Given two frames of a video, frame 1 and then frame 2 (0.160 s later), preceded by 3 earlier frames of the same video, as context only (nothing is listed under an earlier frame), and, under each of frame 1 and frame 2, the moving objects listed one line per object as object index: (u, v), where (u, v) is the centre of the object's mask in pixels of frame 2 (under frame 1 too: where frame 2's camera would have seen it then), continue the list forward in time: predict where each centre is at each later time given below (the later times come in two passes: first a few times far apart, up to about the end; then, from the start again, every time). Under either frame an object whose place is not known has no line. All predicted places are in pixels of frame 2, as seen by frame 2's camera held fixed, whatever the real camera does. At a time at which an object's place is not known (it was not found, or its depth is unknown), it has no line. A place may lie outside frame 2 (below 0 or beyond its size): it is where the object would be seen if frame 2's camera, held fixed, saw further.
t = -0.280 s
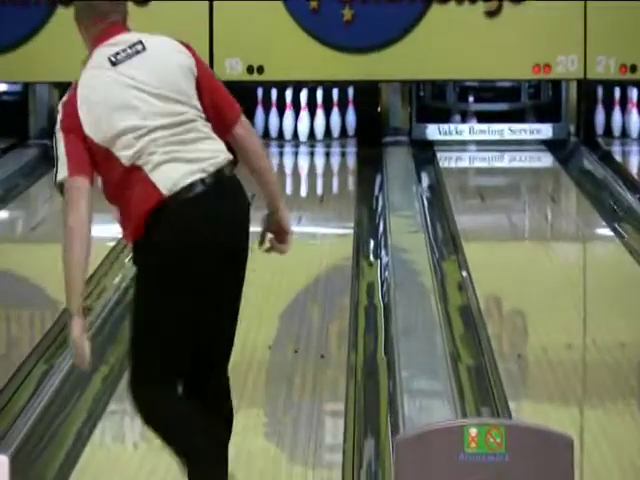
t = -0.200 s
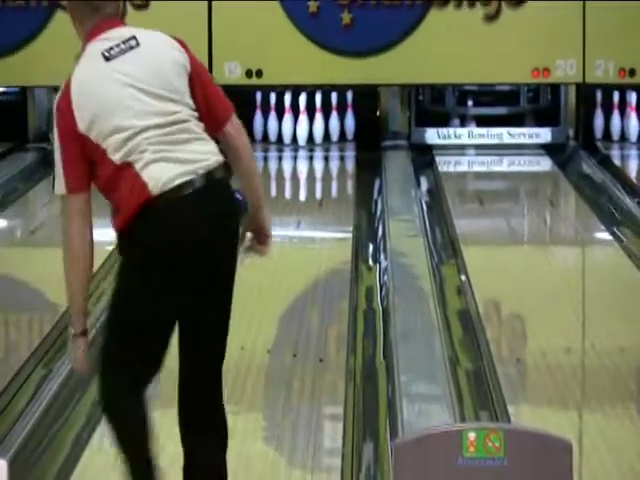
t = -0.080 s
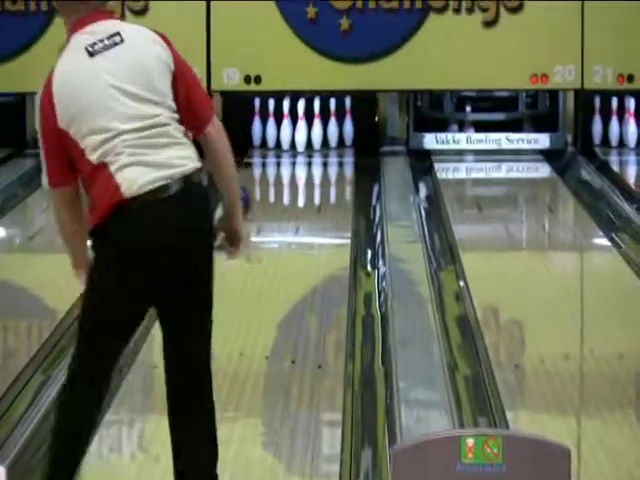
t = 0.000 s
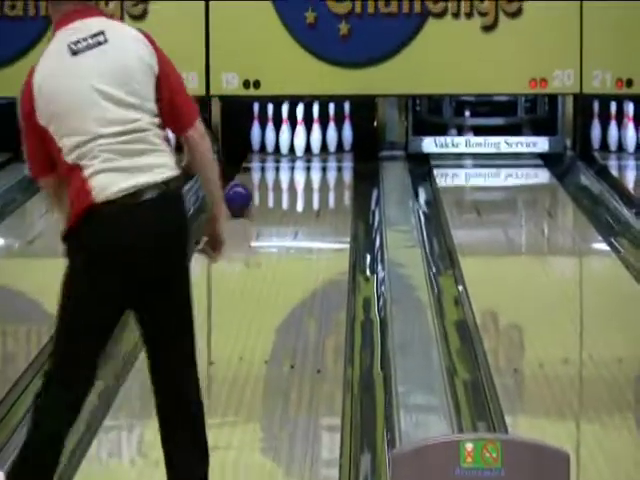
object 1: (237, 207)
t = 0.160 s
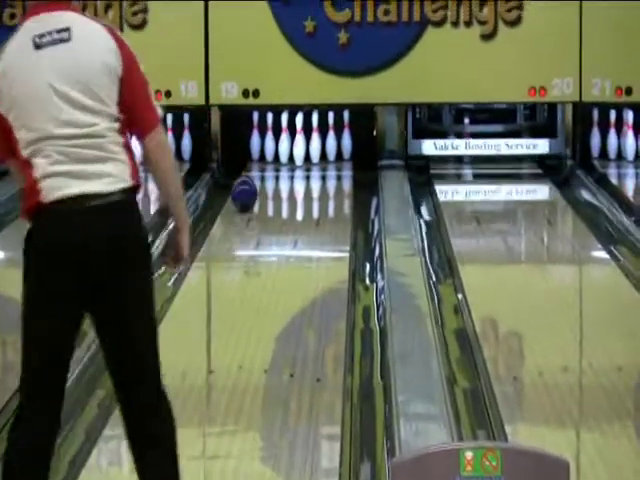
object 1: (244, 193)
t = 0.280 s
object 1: (249, 184)
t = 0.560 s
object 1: (267, 167)
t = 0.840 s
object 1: (287, 150)
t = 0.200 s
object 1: (246, 191)
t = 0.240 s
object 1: (248, 187)
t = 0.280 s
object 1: (249, 184)
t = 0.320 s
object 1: (251, 182)
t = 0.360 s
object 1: (253, 178)
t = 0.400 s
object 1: (256, 177)
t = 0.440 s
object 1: (258, 174)
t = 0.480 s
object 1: (261, 172)
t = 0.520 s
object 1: (264, 169)
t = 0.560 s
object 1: (267, 167)
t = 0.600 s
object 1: (269, 165)
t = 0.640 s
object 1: (272, 163)
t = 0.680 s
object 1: (276, 160)
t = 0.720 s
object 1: (279, 158)
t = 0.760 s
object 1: (282, 156)
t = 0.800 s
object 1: (286, 154)
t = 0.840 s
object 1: (287, 150)
